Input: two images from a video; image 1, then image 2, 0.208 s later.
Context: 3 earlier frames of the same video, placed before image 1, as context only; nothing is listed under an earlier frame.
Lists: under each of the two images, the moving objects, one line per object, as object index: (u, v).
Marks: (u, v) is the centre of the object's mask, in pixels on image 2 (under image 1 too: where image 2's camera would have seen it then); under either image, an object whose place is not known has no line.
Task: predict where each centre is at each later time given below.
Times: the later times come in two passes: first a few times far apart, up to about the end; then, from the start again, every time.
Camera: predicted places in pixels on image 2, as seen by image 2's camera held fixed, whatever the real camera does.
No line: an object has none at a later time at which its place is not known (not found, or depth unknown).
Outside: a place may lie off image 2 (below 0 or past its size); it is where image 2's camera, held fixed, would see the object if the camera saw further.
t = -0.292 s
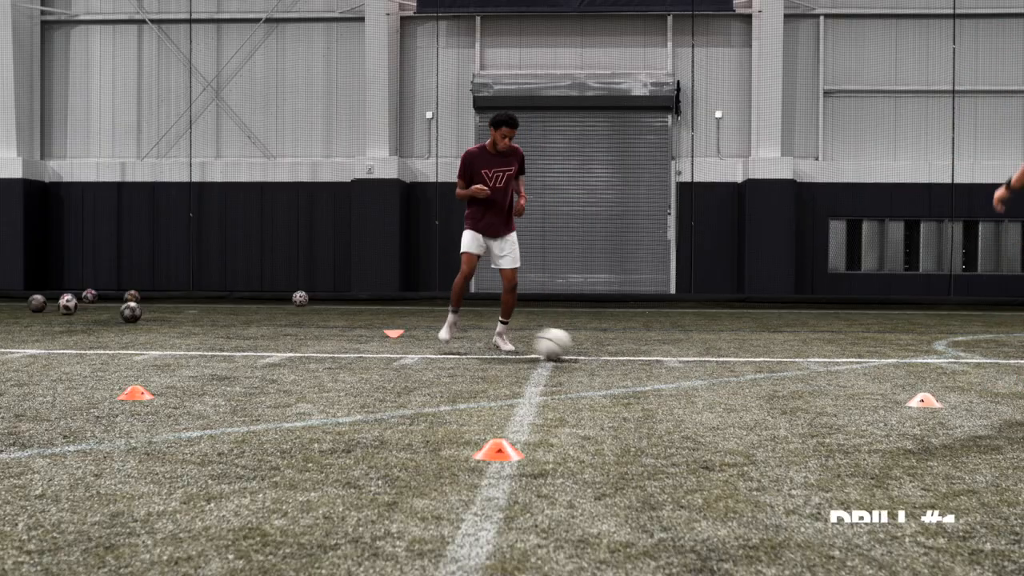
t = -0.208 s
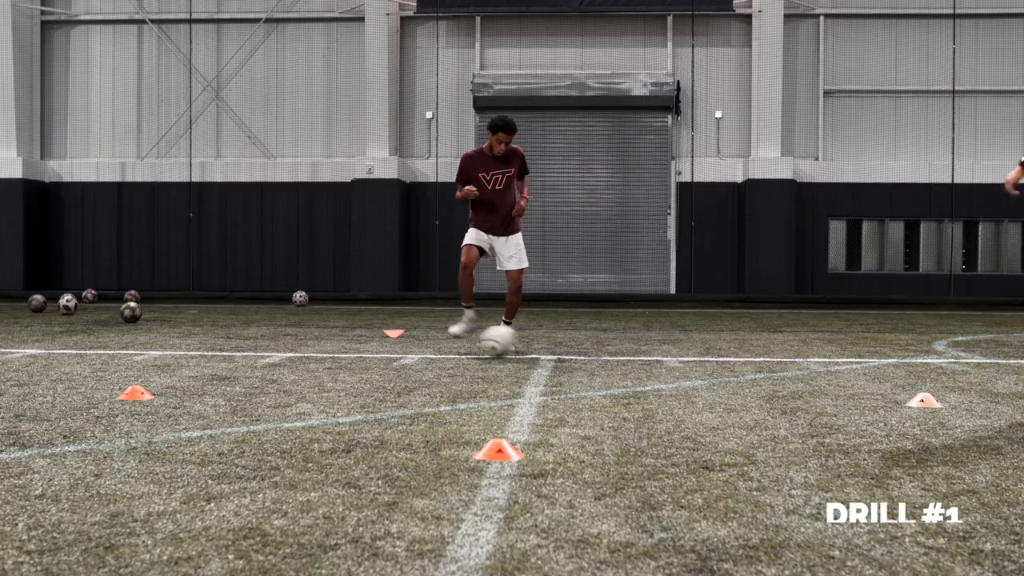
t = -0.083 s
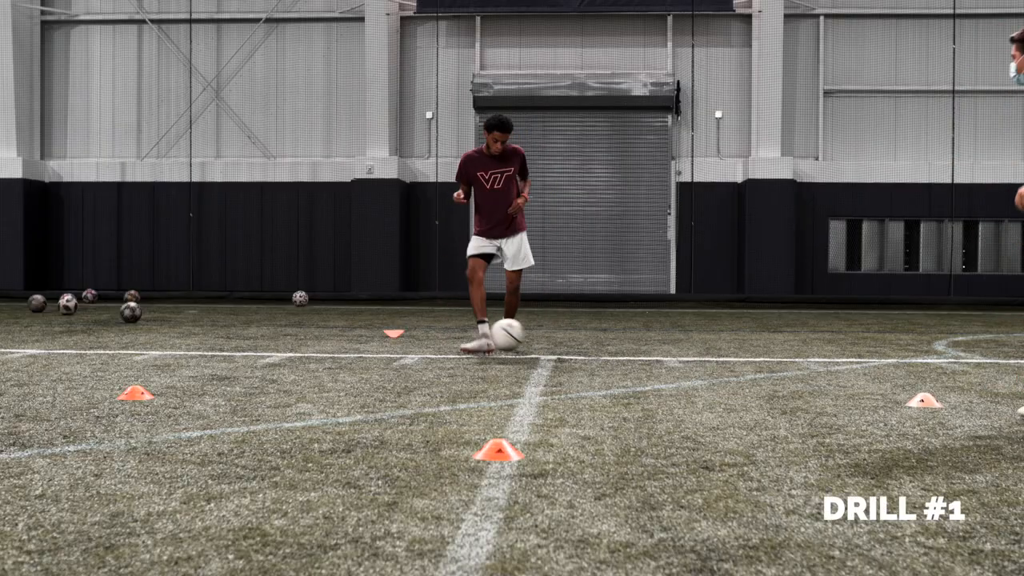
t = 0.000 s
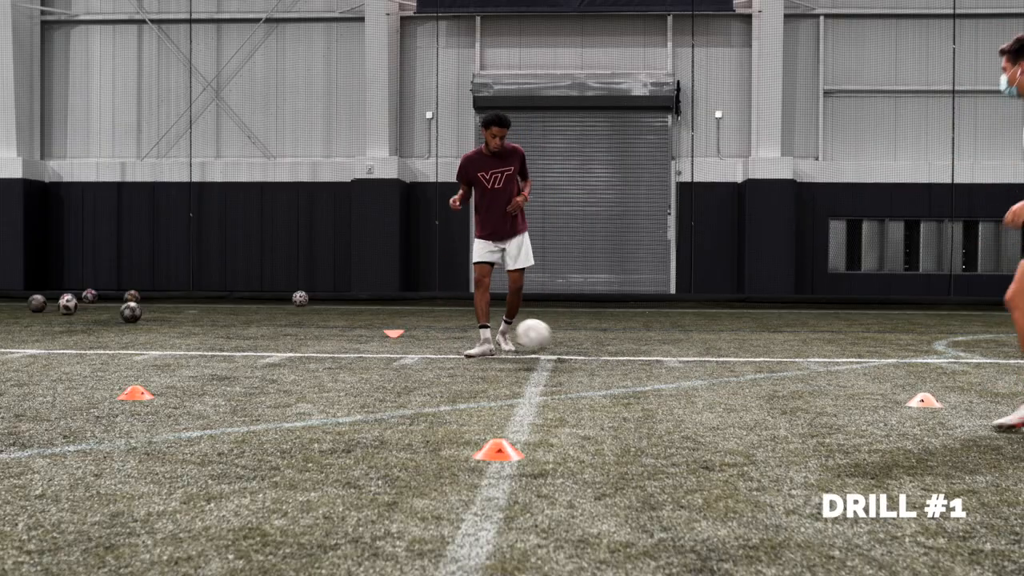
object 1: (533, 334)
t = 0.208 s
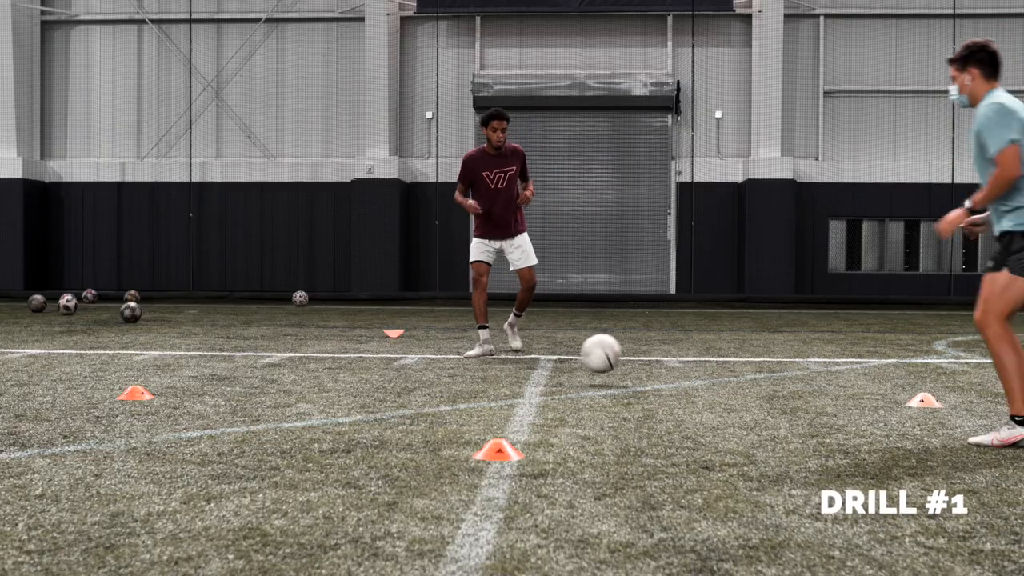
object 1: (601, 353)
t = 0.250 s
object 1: (612, 353)
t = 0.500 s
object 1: (693, 371)
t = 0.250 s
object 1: (612, 353)
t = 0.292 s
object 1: (624, 356)
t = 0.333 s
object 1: (637, 363)
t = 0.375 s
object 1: (650, 374)
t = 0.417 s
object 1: (664, 376)
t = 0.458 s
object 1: (678, 372)
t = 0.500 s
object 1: (693, 371)
